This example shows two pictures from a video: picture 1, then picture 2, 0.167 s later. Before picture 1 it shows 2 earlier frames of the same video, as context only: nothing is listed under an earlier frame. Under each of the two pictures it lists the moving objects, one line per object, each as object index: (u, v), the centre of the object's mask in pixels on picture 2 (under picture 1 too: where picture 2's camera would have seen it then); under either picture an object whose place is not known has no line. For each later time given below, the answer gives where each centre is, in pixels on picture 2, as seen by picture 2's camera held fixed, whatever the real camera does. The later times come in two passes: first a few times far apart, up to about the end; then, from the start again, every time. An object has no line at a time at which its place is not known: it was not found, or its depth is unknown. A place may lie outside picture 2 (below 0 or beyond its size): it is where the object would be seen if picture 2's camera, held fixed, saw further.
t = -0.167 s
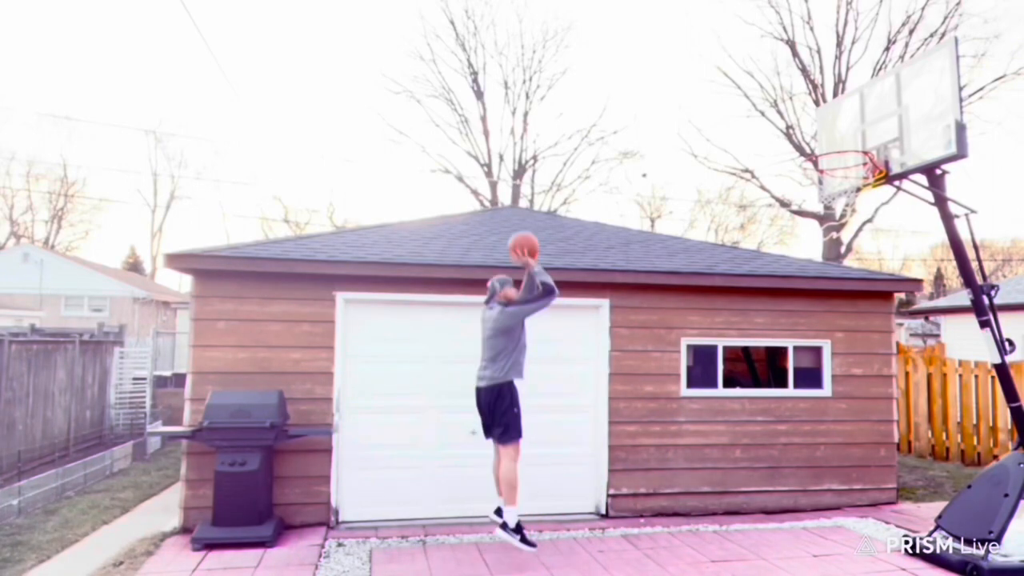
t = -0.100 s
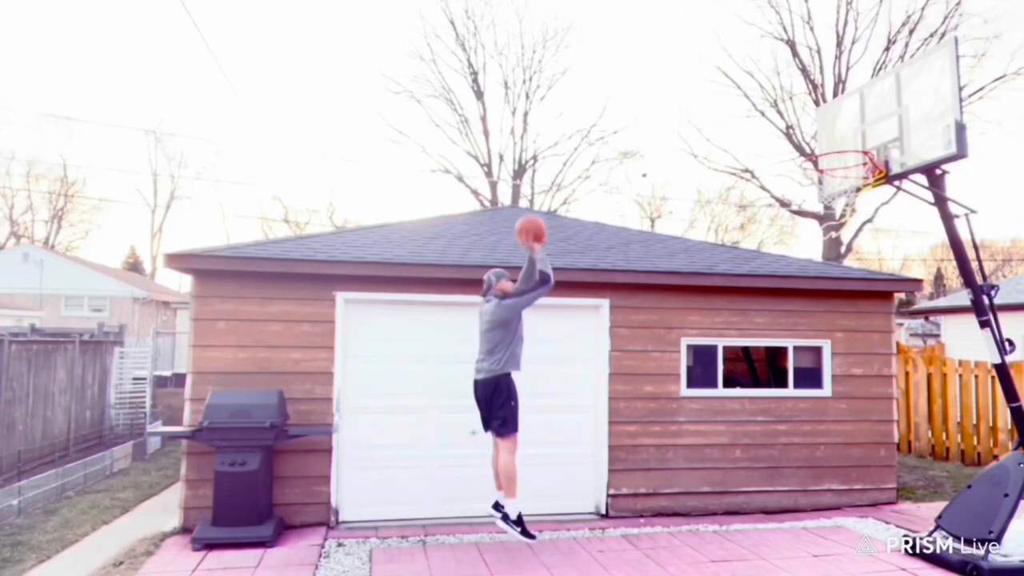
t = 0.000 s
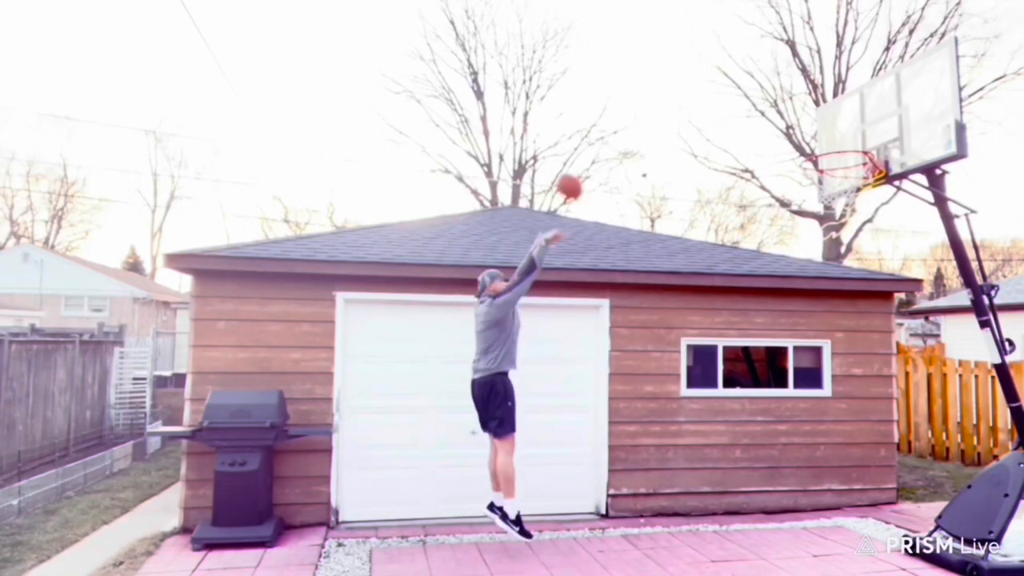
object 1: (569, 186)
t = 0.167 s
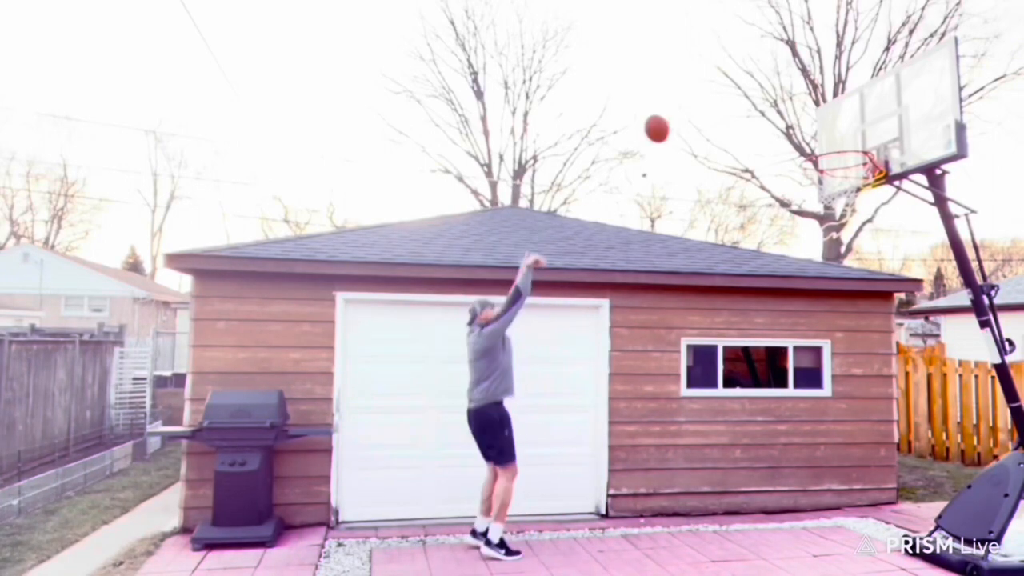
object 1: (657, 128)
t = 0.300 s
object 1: (728, 106)
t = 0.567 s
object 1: (863, 127)
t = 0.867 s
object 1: (817, 182)
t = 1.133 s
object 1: (834, 213)
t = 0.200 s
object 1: (675, 121)
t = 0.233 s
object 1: (692, 115)
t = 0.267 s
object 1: (710, 110)
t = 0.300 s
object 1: (728, 106)
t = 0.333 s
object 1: (746, 104)
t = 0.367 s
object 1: (764, 103)
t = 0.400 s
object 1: (782, 103)
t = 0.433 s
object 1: (801, 105)
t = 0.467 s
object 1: (819, 109)
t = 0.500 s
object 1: (837, 113)
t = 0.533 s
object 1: (856, 120)
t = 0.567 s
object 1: (863, 127)
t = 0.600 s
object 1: (856, 135)
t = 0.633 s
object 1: (849, 143)
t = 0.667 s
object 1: (840, 155)
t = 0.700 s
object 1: (832, 167)
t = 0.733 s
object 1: (825, 179)
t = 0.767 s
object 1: (819, 181)
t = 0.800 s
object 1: (818, 181)
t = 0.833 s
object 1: (817, 181)
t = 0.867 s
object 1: (817, 182)
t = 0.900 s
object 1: (817, 185)
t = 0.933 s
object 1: (817, 188)
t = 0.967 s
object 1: (819, 192)
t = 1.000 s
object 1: (822, 196)
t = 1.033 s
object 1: (827, 200)
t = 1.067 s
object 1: (831, 205)
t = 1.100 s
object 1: (834, 208)
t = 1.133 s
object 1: (834, 213)
